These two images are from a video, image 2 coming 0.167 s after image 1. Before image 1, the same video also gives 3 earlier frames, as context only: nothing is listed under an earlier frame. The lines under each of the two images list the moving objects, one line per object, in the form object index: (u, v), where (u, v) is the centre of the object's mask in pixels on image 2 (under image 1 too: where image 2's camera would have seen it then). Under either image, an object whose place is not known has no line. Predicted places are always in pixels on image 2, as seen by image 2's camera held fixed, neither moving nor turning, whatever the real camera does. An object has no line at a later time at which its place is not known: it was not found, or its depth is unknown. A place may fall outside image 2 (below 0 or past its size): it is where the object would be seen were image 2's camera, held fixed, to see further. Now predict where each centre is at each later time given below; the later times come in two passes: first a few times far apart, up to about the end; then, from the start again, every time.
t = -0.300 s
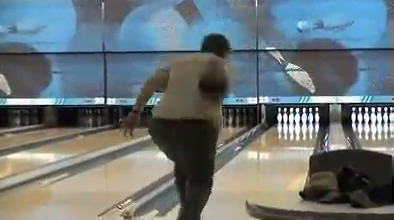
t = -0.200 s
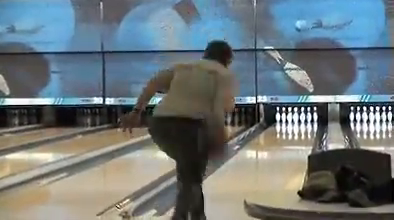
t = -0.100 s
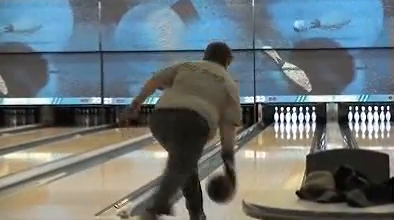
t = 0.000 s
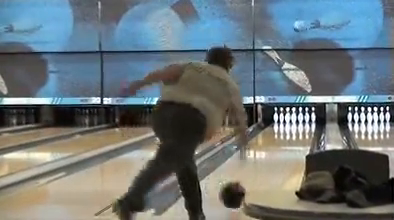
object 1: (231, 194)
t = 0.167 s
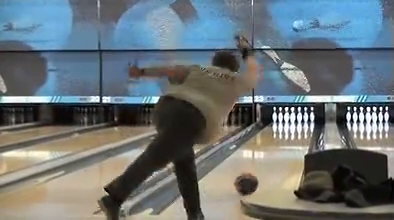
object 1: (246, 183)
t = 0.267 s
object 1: (253, 176)
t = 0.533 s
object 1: (269, 160)
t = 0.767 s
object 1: (278, 150)
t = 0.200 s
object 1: (249, 181)
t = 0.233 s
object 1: (251, 178)
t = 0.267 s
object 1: (253, 176)
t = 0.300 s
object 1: (256, 173)
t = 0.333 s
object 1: (258, 172)
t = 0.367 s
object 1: (260, 169)
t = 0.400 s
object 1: (262, 167)
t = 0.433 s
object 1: (263, 166)
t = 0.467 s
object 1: (265, 164)
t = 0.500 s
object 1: (267, 162)
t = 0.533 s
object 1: (269, 160)
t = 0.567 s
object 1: (270, 160)
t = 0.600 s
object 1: (271, 159)
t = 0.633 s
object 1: (272, 156)
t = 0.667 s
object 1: (274, 155)
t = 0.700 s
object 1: (275, 153)
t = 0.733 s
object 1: (277, 152)
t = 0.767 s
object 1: (278, 150)
